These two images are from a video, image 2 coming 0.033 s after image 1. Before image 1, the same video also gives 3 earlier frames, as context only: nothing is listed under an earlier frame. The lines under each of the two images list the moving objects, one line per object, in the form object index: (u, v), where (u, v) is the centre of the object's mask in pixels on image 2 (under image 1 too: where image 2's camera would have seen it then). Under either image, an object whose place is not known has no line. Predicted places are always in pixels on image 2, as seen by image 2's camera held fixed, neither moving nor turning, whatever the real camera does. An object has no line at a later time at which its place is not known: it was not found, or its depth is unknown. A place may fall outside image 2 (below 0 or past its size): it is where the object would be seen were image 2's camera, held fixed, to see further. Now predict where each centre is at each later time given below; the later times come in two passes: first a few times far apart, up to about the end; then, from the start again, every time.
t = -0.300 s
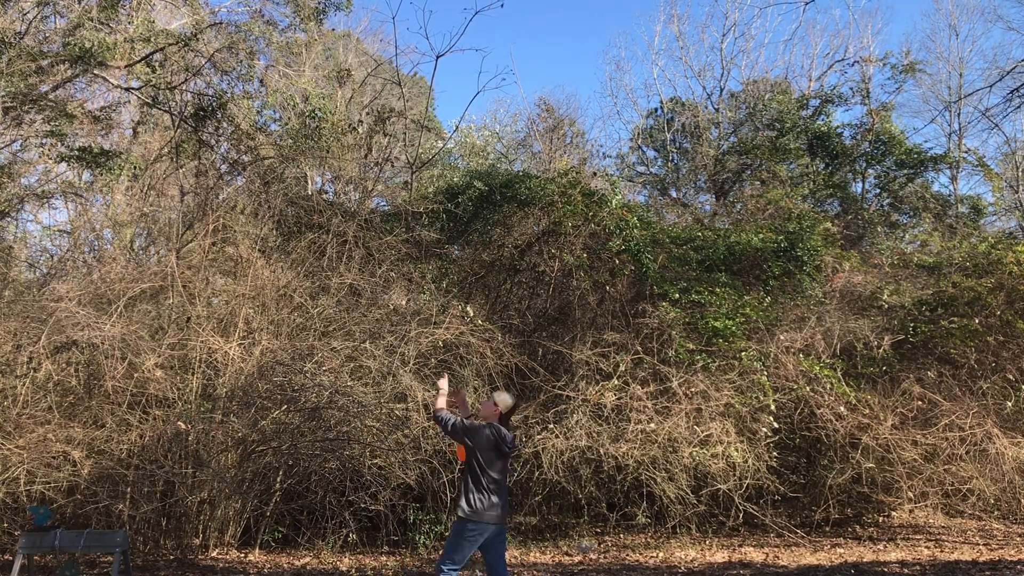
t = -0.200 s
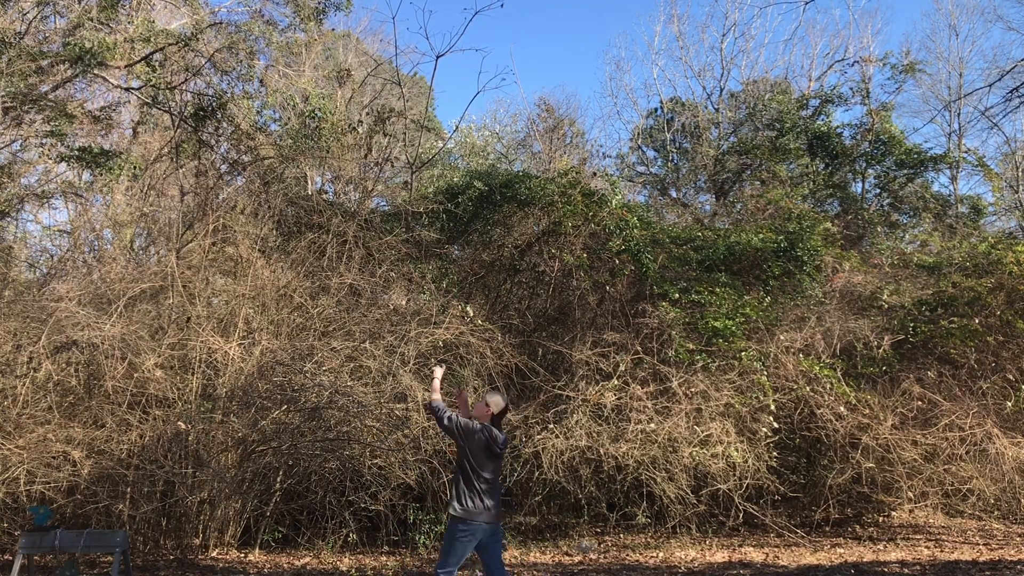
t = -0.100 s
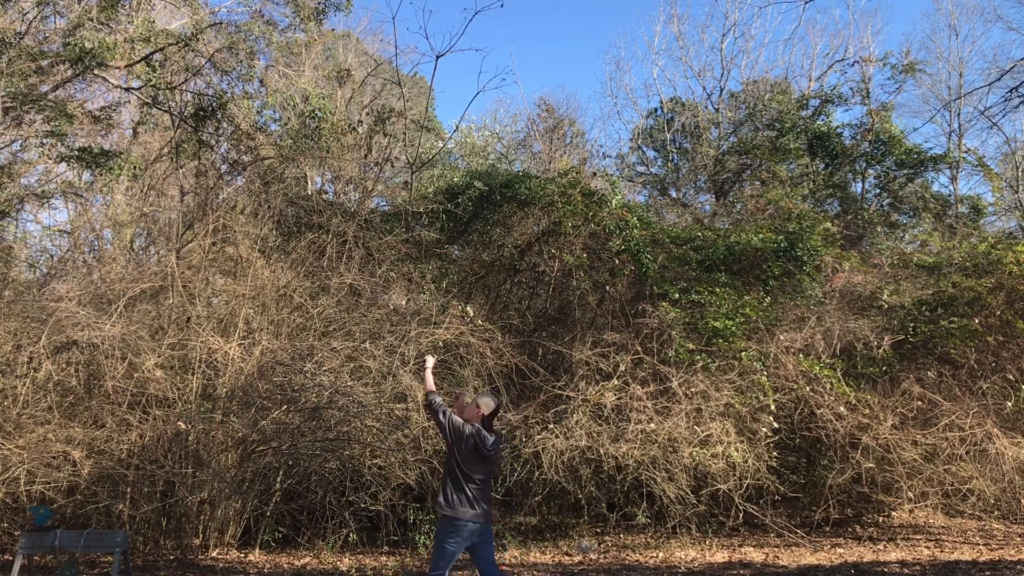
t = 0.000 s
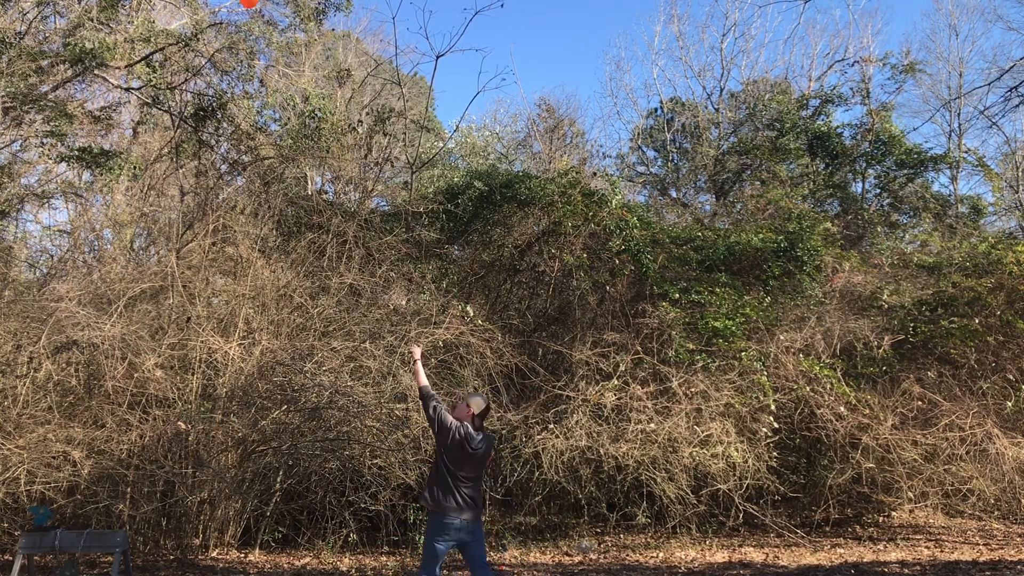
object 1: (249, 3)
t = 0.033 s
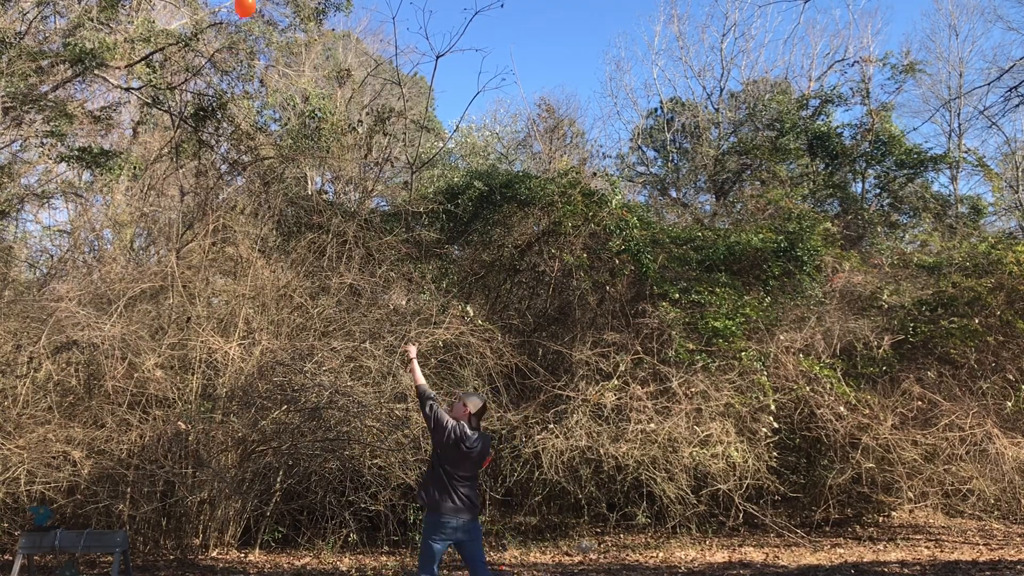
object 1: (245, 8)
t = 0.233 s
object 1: (220, 88)
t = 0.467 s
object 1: (190, 231)
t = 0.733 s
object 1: (155, 450)
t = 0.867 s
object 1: (137, 571)
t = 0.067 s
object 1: (240, 16)
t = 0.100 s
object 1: (236, 28)
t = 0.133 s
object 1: (232, 41)
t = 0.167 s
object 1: (228, 56)
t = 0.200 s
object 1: (224, 71)
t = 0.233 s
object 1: (220, 88)
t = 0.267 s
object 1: (216, 105)
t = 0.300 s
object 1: (211, 124)
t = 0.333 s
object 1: (208, 144)
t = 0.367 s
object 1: (203, 164)
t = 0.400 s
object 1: (199, 185)
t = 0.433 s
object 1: (194, 207)
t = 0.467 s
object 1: (190, 231)
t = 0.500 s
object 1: (186, 255)
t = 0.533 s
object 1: (183, 281)
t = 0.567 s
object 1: (179, 308)
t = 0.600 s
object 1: (175, 334)
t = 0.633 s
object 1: (171, 362)
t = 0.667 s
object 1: (166, 390)
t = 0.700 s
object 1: (161, 419)
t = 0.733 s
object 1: (155, 450)
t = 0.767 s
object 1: (150, 480)
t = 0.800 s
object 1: (145, 511)
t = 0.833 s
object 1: (141, 543)
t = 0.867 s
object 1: (137, 571)
